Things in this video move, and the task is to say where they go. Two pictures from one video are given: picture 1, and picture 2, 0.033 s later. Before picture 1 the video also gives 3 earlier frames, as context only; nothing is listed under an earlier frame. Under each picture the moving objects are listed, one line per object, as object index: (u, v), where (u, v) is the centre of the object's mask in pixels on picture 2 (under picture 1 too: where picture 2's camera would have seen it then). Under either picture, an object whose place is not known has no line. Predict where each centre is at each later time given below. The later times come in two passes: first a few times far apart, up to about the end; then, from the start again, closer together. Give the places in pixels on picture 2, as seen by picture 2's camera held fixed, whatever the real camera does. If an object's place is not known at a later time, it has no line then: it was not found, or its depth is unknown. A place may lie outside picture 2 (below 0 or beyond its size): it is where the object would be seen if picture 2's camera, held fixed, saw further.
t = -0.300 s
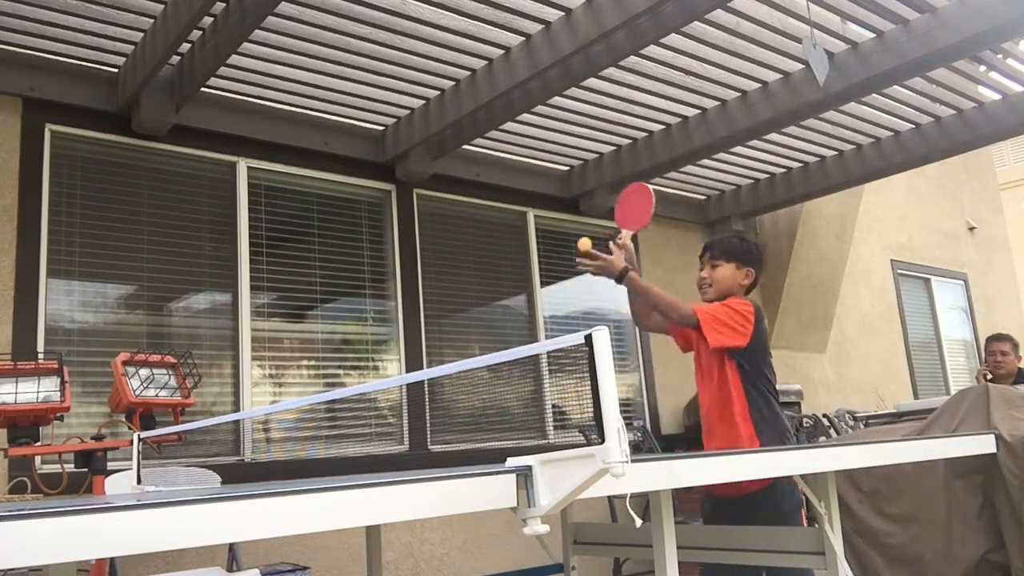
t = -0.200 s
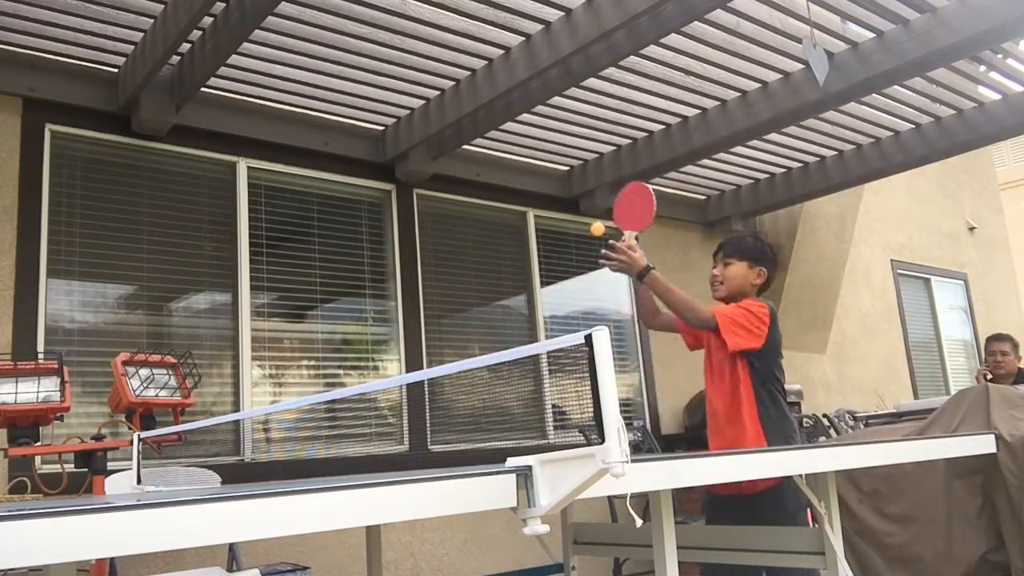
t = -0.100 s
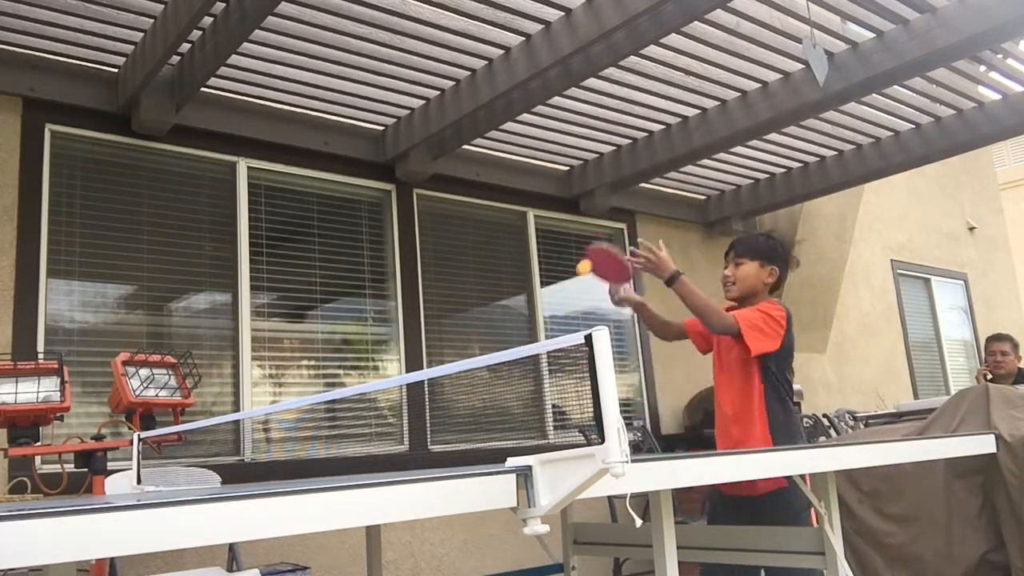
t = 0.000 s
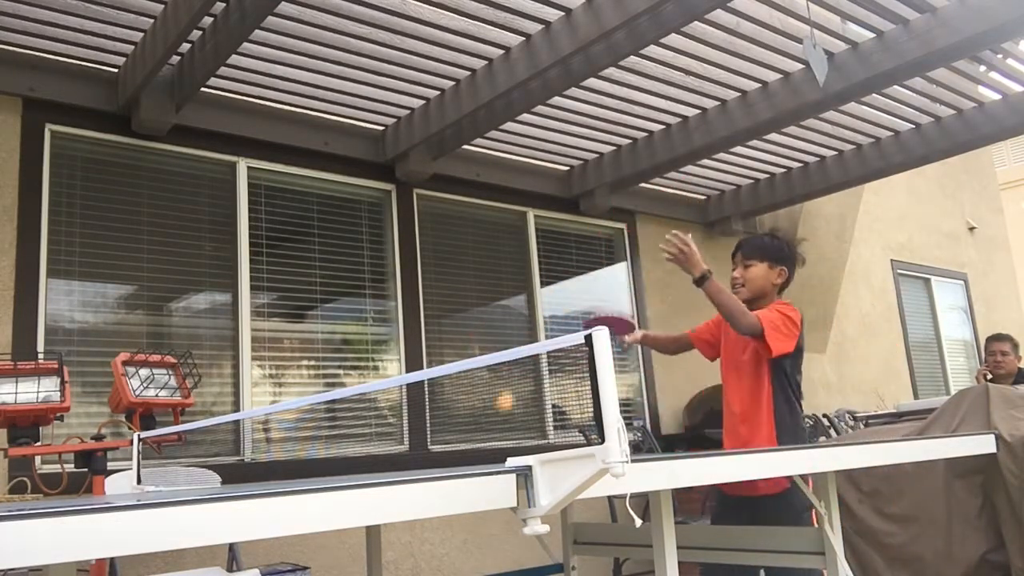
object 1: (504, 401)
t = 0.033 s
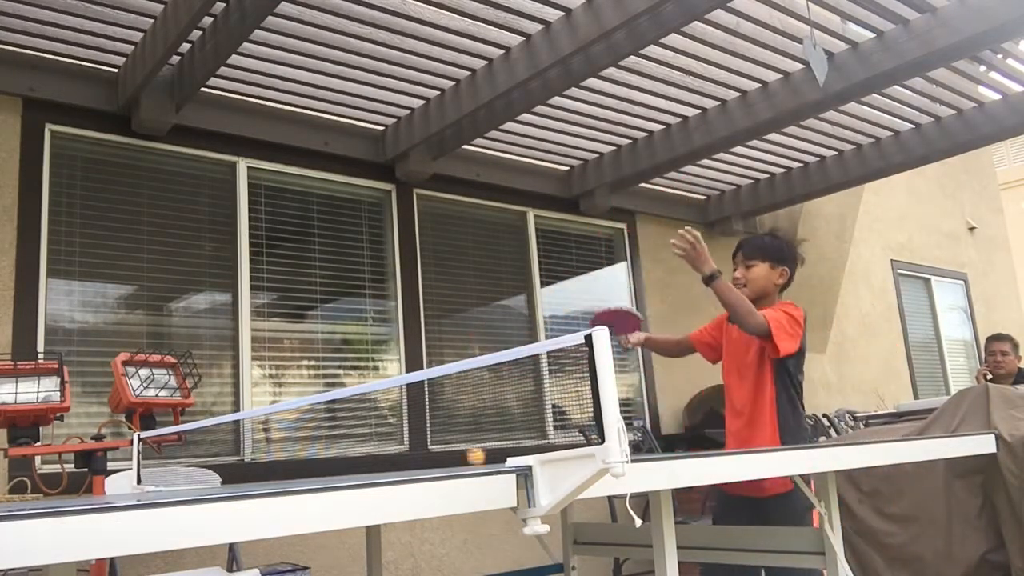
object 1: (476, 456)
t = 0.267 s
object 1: (314, 192)
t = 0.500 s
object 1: (139, 154)
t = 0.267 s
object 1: (314, 192)
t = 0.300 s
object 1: (291, 173)
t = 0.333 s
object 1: (266, 157)
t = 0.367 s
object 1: (242, 147)
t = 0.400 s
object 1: (216, 141)
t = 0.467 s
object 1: (165, 144)
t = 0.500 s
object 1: (139, 154)
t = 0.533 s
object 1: (111, 168)
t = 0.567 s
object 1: (83, 189)
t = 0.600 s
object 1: (54, 215)
